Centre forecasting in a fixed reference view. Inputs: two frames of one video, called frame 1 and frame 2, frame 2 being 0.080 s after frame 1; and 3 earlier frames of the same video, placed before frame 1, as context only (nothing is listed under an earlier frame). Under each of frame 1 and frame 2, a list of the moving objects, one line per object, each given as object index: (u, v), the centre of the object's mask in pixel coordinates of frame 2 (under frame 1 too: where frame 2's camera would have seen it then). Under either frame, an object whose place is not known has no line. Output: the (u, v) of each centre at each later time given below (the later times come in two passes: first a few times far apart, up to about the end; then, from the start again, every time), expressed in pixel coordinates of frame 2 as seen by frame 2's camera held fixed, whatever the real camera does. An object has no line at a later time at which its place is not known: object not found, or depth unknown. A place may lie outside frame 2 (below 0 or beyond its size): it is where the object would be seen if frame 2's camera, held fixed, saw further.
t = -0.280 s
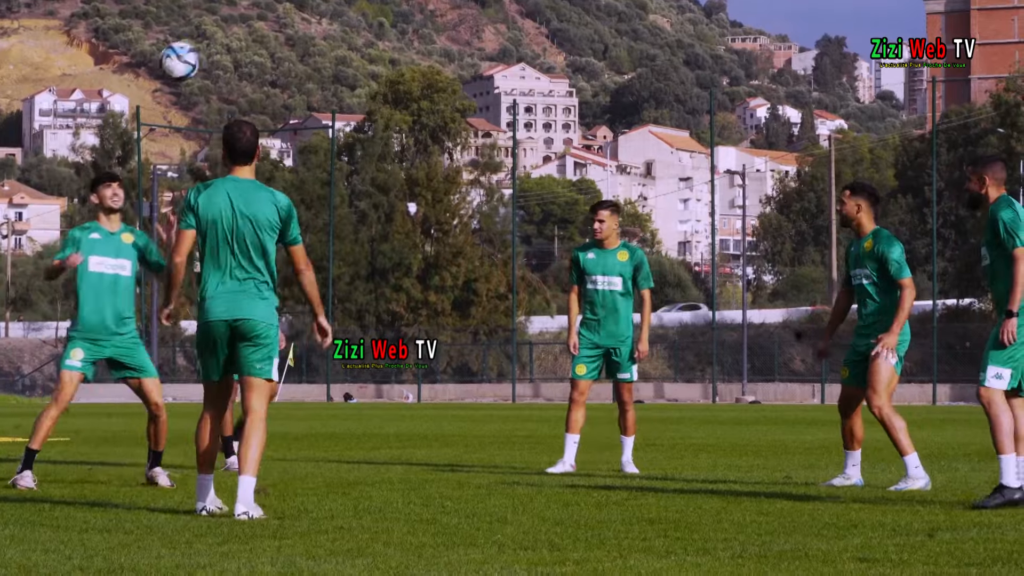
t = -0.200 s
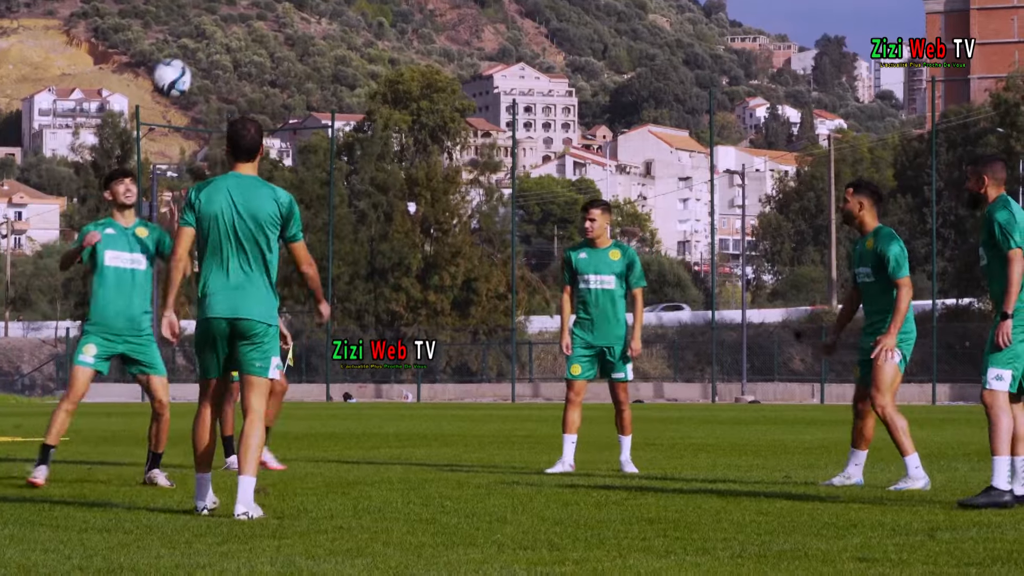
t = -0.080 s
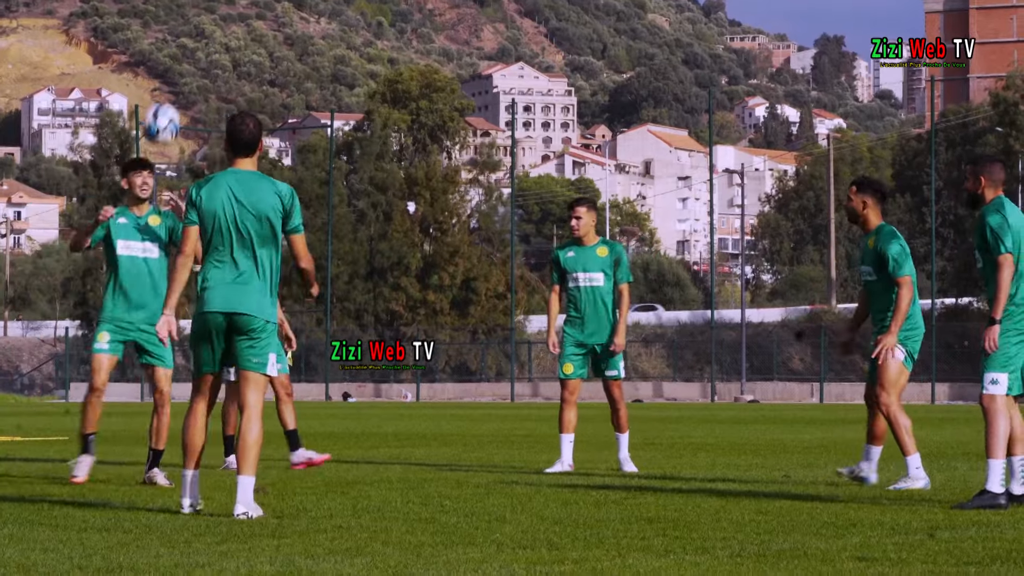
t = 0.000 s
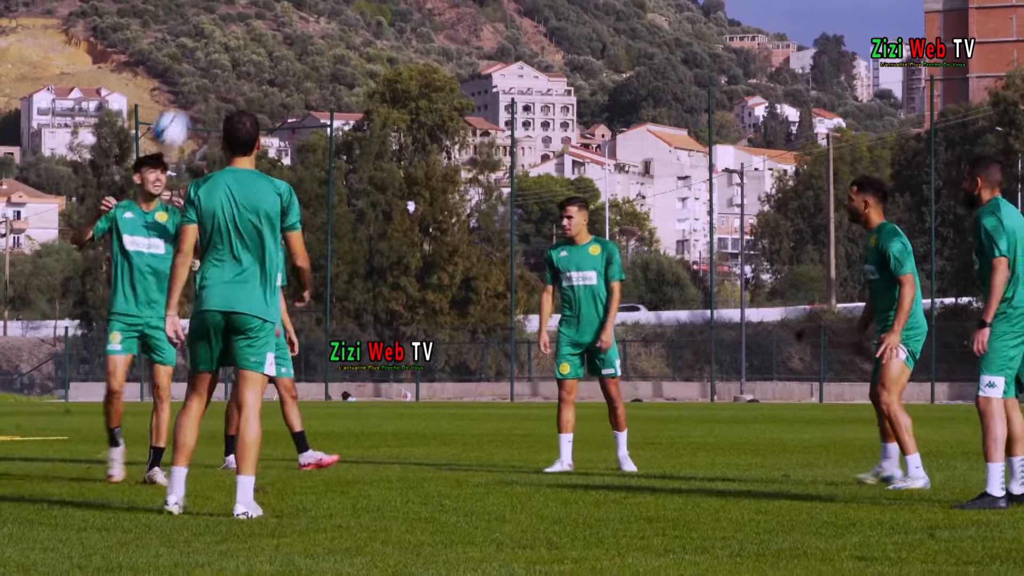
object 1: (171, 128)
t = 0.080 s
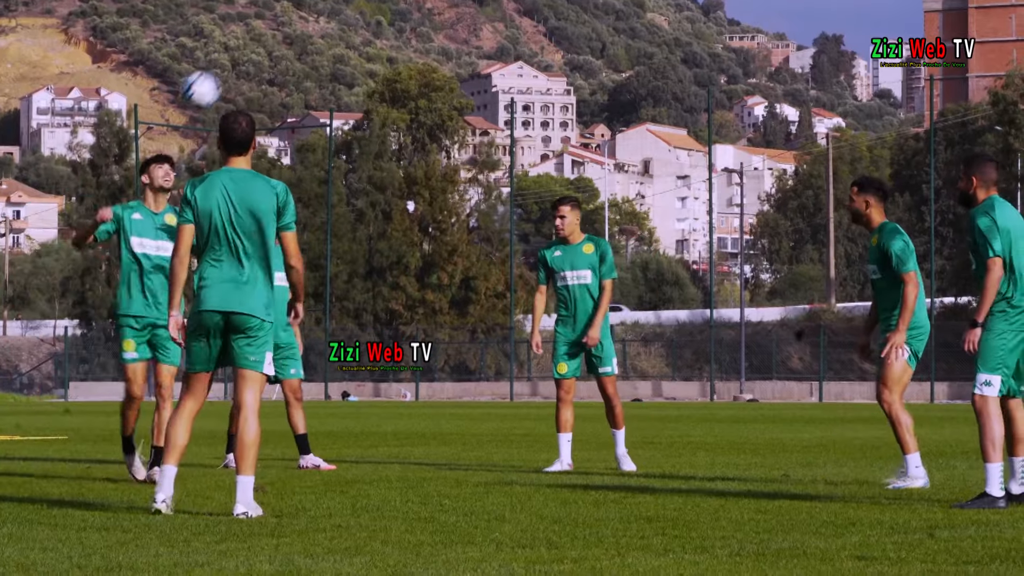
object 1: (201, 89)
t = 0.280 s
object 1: (281, 42)
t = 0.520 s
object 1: (377, 81)
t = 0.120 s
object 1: (218, 73)
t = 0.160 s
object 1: (233, 62)
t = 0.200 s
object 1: (249, 53)
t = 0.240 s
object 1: (264, 46)
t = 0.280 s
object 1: (281, 42)
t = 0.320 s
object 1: (296, 42)
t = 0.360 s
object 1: (312, 43)
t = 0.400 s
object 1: (328, 48)
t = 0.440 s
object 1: (344, 55)
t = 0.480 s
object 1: (360, 66)
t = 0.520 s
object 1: (377, 81)
